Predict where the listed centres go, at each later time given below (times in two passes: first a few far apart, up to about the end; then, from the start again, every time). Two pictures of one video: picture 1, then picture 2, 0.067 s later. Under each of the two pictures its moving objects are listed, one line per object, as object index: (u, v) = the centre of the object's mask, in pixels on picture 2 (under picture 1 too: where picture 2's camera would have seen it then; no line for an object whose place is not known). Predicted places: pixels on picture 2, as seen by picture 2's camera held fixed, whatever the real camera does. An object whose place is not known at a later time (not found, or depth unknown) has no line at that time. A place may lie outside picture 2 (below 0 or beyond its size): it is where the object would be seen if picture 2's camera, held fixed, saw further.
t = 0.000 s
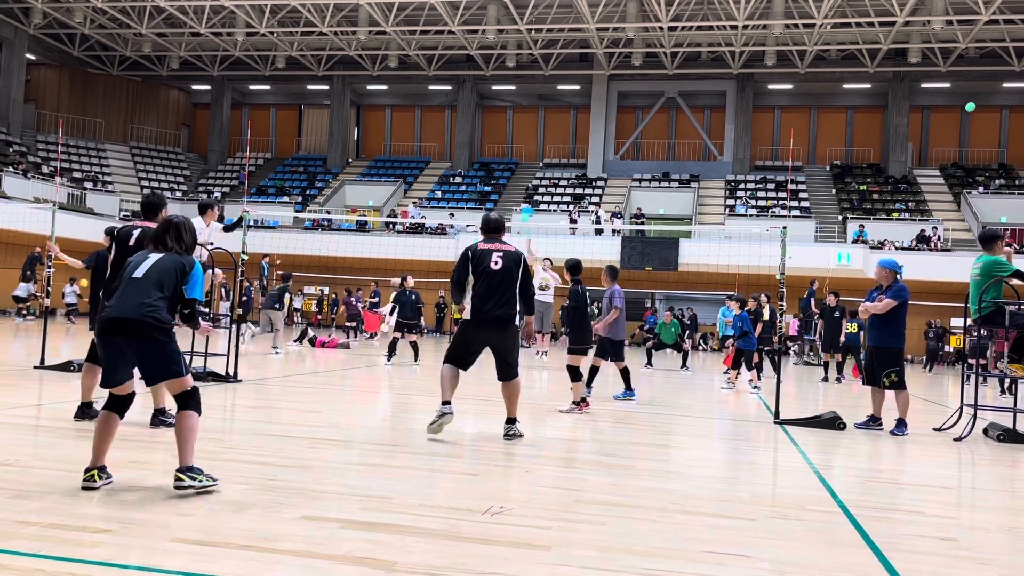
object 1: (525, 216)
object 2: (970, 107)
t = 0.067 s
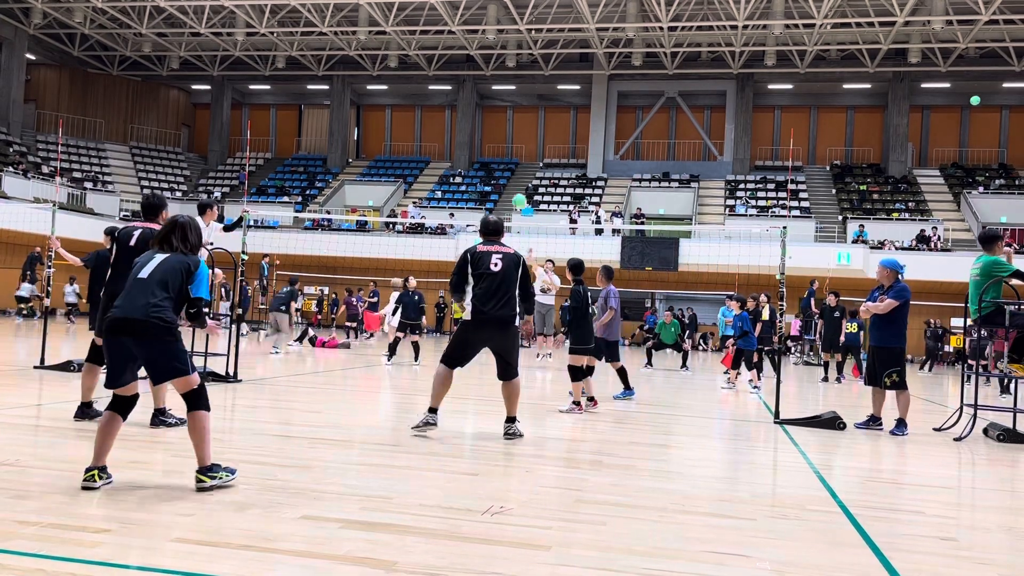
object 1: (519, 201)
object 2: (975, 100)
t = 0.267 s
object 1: (509, 150)
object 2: (989, 89)
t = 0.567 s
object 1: (503, 119)
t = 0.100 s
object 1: (517, 192)
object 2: (977, 98)
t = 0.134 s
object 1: (516, 183)
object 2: (980, 95)
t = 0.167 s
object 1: (514, 174)
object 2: (982, 93)
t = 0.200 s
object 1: (512, 165)
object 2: (985, 91)
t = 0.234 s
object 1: (511, 157)
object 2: (987, 89)
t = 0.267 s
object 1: (509, 150)
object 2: (989, 89)
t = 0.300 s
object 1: (508, 143)
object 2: (991, 88)
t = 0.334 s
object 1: (507, 137)
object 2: (994, 88)
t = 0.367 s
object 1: (506, 131)
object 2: (996, 88)
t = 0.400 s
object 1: (505, 127)
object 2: (998, 89)
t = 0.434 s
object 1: (505, 123)
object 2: (999, 89)
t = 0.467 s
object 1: (504, 121)
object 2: (1002, 91)
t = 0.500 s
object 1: (504, 118)
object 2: (1004, 93)
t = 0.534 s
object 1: (504, 118)
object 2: (1006, 96)
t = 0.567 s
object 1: (503, 119)
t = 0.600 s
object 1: (502, 122)
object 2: (1012, 106)
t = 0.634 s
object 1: (502, 126)
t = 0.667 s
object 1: (501, 132)
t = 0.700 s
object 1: (501, 139)
